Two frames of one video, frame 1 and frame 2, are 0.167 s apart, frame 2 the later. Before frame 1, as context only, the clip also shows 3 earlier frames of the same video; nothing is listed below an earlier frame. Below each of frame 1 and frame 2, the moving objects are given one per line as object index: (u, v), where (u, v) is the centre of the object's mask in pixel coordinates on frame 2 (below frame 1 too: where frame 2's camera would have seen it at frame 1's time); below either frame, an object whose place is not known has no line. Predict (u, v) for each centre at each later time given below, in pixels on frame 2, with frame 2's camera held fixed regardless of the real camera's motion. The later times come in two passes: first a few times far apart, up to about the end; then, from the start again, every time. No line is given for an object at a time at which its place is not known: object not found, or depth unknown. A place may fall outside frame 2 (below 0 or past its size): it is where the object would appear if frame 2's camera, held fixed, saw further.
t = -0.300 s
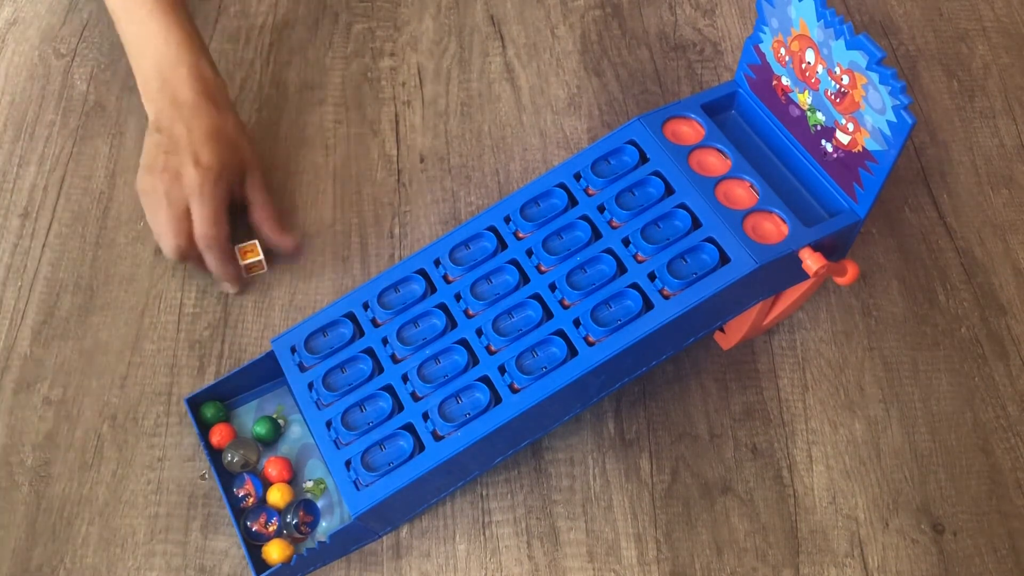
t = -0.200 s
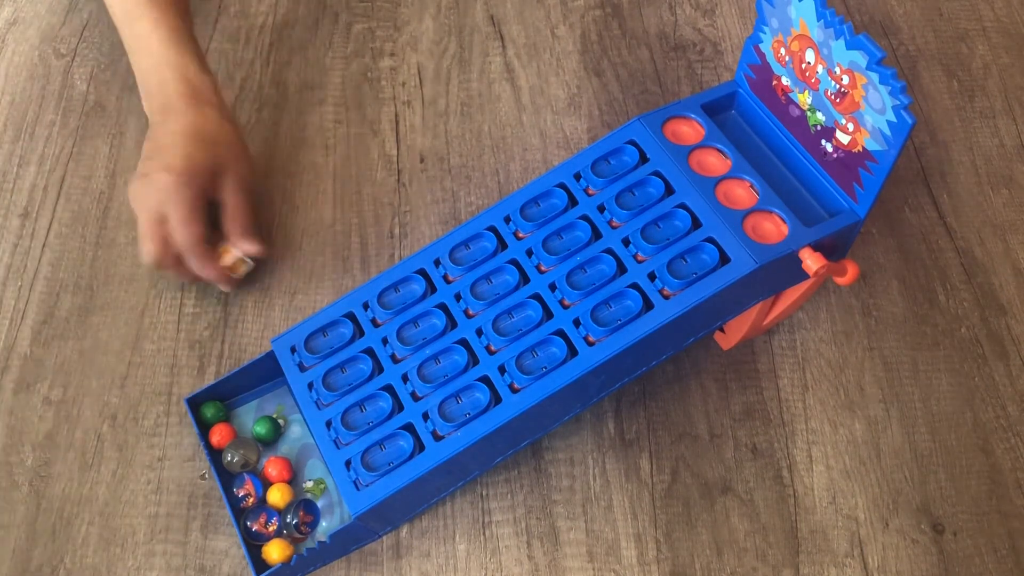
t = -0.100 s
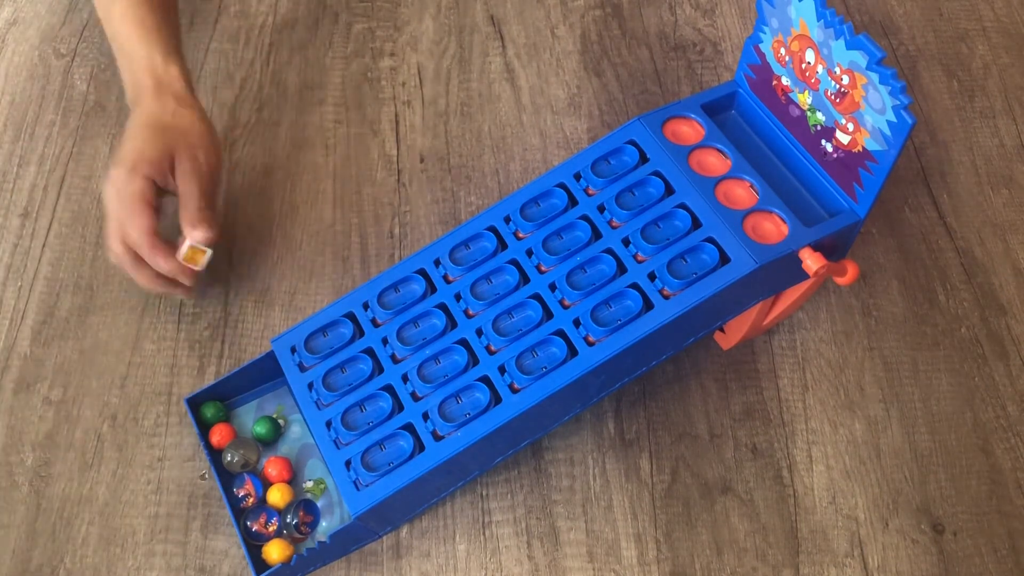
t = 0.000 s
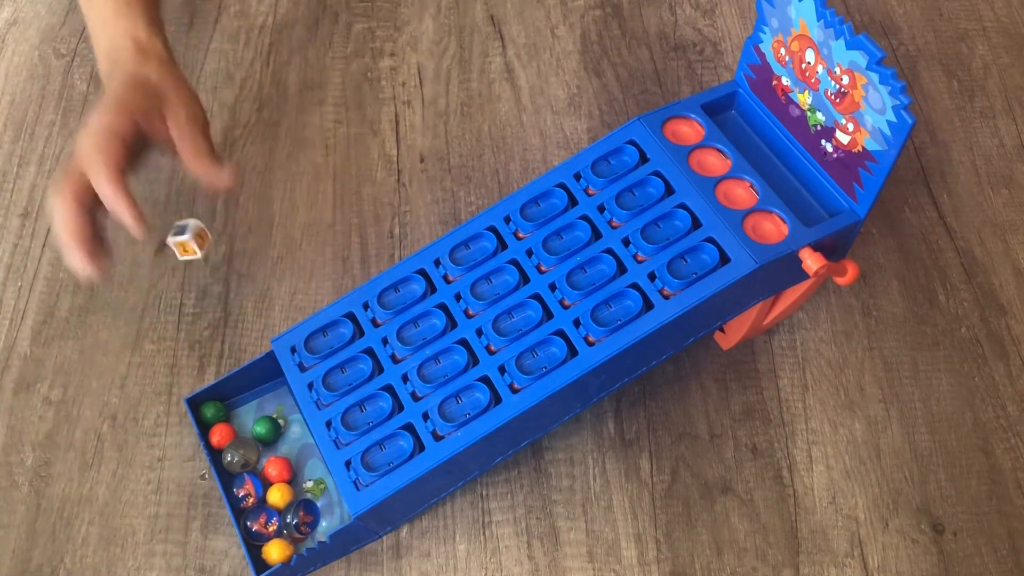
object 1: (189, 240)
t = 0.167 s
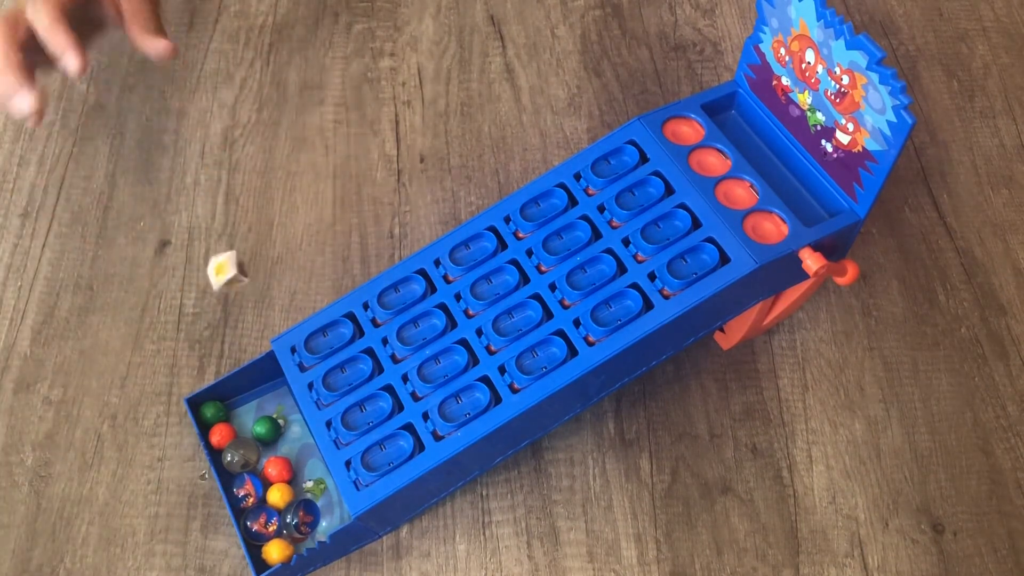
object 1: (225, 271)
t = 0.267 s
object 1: (253, 275)
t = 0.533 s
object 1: (306, 246)
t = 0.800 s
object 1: (333, 231)
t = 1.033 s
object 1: (335, 229)
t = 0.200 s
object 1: (233, 264)
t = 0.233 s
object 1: (242, 265)
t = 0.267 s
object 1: (253, 275)
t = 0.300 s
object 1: (264, 282)
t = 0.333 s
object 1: (269, 278)
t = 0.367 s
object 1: (276, 270)
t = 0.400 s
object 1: (278, 260)
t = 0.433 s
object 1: (287, 257)
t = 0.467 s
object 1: (295, 253)
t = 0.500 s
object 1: (301, 248)
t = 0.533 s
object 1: (306, 246)
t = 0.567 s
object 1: (310, 242)
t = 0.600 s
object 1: (316, 241)
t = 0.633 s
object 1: (322, 238)
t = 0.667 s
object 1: (325, 237)
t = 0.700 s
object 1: (327, 234)
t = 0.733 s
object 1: (328, 233)
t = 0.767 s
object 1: (330, 231)
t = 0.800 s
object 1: (333, 231)
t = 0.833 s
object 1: (335, 229)
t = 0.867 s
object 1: (335, 229)
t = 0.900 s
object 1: (335, 229)
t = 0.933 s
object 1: (335, 229)
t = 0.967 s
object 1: (335, 229)
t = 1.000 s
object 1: (335, 229)
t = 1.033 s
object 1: (335, 229)
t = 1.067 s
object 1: (335, 229)
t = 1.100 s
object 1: (335, 229)
